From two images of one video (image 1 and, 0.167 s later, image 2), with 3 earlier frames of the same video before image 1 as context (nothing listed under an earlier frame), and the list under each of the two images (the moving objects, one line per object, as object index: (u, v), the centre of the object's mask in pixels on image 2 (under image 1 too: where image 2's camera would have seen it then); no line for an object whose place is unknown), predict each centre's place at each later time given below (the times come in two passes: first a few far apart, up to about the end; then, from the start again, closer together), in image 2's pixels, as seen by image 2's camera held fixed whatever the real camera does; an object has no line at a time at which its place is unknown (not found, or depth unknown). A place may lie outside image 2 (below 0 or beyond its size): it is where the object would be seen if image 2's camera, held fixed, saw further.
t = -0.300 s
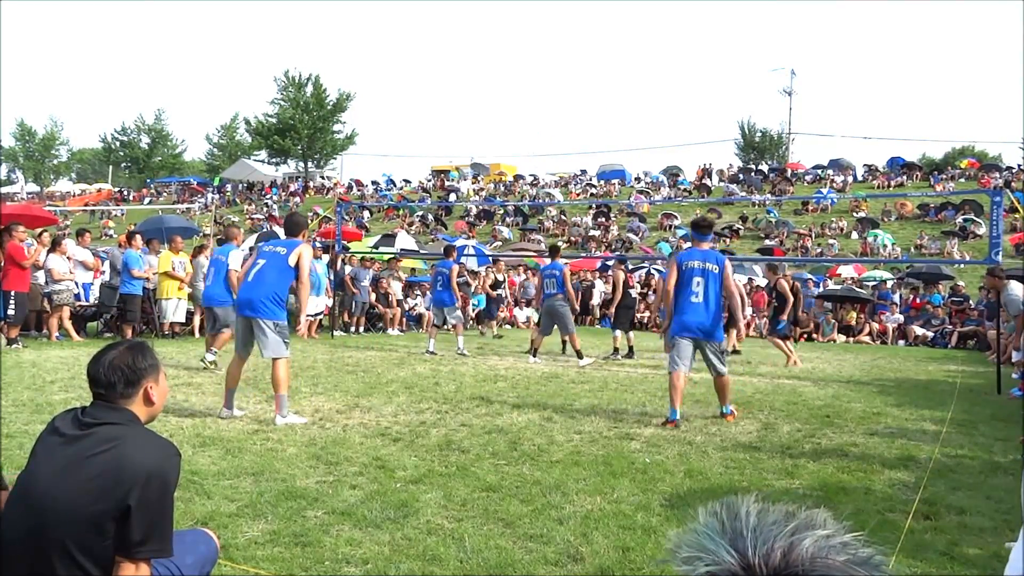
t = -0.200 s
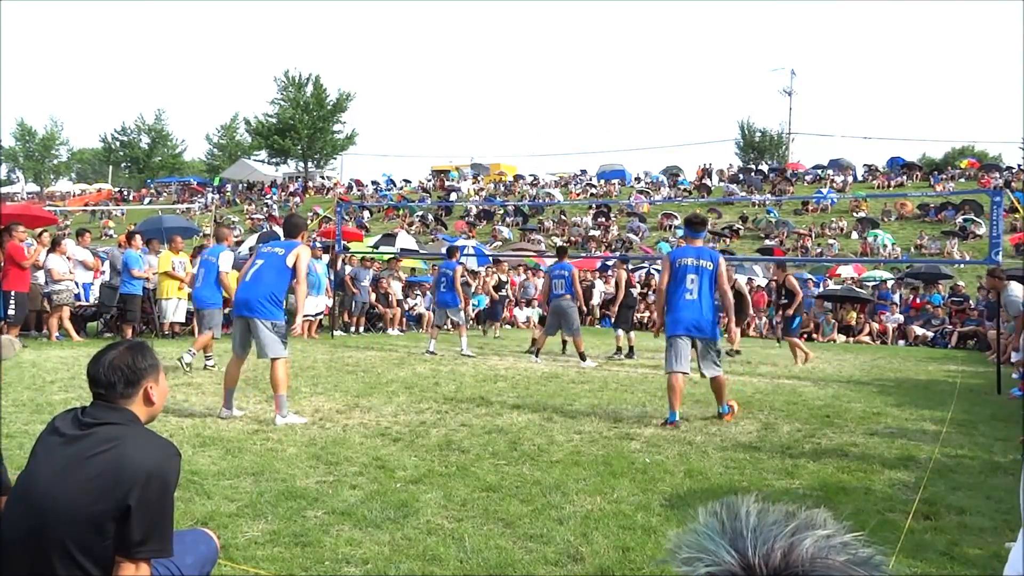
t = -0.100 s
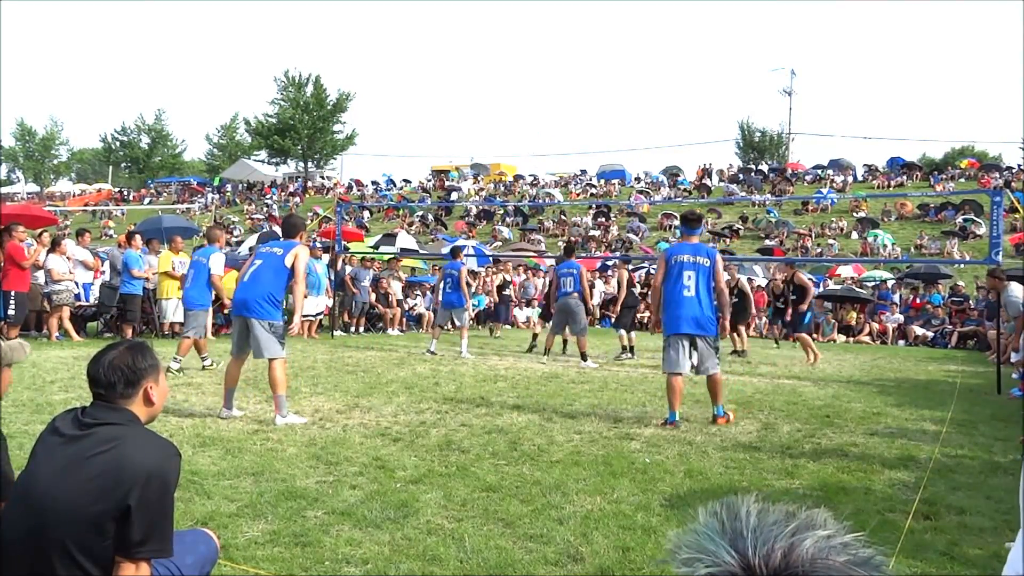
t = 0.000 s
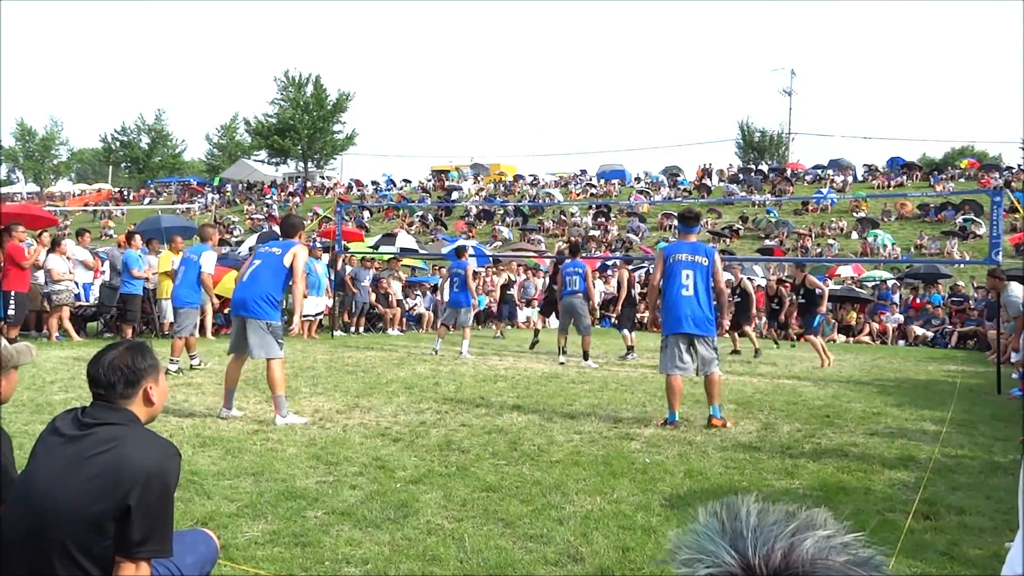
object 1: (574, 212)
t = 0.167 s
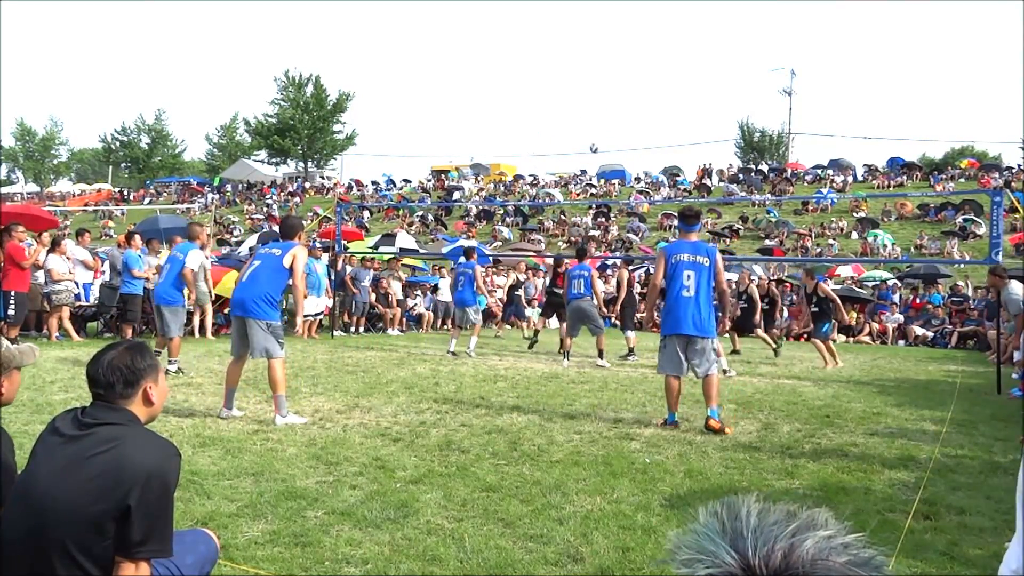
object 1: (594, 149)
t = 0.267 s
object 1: (607, 118)
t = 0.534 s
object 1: (635, 65)
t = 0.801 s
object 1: (658, 50)
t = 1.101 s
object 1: (681, 78)
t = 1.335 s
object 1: (696, 129)
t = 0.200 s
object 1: (598, 138)
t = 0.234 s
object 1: (603, 128)
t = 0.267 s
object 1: (607, 118)
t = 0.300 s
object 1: (610, 109)
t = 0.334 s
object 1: (614, 101)
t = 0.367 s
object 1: (618, 93)
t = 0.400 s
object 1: (621, 87)
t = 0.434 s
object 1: (625, 80)
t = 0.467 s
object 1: (629, 74)
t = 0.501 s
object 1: (632, 69)
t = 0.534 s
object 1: (635, 65)
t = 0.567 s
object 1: (638, 60)
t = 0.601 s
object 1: (641, 57)
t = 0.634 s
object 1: (644, 54)
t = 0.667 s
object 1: (647, 52)
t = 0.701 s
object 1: (650, 51)
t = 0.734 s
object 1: (653, 49)
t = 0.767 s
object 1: (655, 50)
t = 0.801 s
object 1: (658, 50)
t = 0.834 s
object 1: (661, 50)
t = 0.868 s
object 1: (664, 52)
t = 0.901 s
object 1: (666, 54)
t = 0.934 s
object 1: (669, 56)
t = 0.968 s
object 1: (672, 60)
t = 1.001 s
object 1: (674, 63)
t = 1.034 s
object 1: (676, 67)
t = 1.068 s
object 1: (679, 72)
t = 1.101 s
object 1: (681, 78)
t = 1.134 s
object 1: (683, 84)
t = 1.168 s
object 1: (686, 90)
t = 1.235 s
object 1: (690, 105)
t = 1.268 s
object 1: (692, 112)
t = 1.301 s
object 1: (694, 121)
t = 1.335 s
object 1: (696, 129)
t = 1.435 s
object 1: (702, 160)
